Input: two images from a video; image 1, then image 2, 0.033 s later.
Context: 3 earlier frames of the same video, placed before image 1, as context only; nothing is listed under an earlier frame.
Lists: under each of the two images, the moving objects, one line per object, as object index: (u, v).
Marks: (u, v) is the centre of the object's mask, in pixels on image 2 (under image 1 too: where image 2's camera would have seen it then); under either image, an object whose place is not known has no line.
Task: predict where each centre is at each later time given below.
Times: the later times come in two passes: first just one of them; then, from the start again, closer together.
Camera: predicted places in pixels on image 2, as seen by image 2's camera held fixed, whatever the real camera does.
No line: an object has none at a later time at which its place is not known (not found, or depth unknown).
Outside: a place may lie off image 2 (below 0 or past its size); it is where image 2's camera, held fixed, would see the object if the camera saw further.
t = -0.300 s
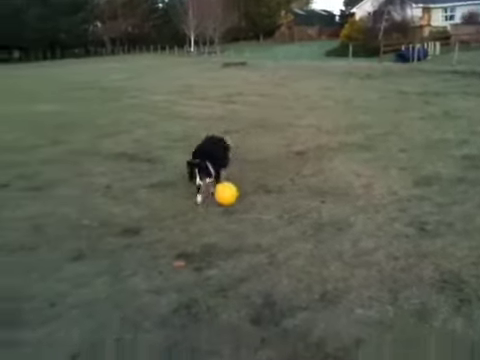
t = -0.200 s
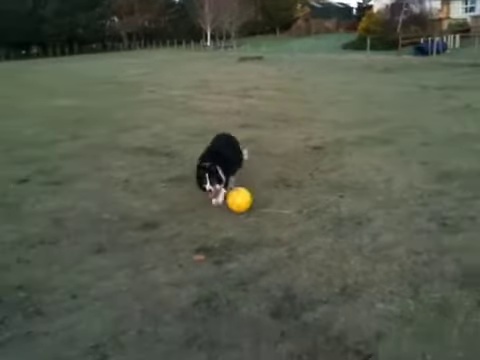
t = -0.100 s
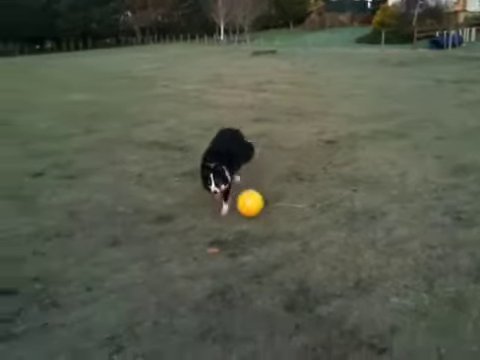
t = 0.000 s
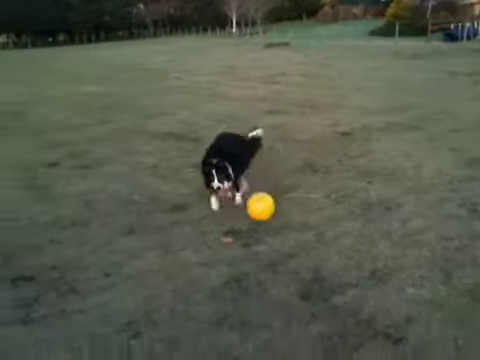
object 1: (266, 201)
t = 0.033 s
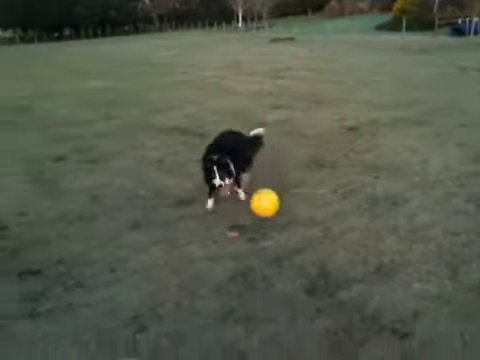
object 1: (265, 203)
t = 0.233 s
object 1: (252, 228)
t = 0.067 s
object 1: (263, 206)
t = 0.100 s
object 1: (261, 211)
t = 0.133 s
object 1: (259, 217)
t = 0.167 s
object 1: (257, 223)
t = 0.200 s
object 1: (255, 224)
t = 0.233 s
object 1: (252, 228)
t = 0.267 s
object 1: (250, 233)
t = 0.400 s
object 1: (239, 254)
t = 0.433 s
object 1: (237, 261)
